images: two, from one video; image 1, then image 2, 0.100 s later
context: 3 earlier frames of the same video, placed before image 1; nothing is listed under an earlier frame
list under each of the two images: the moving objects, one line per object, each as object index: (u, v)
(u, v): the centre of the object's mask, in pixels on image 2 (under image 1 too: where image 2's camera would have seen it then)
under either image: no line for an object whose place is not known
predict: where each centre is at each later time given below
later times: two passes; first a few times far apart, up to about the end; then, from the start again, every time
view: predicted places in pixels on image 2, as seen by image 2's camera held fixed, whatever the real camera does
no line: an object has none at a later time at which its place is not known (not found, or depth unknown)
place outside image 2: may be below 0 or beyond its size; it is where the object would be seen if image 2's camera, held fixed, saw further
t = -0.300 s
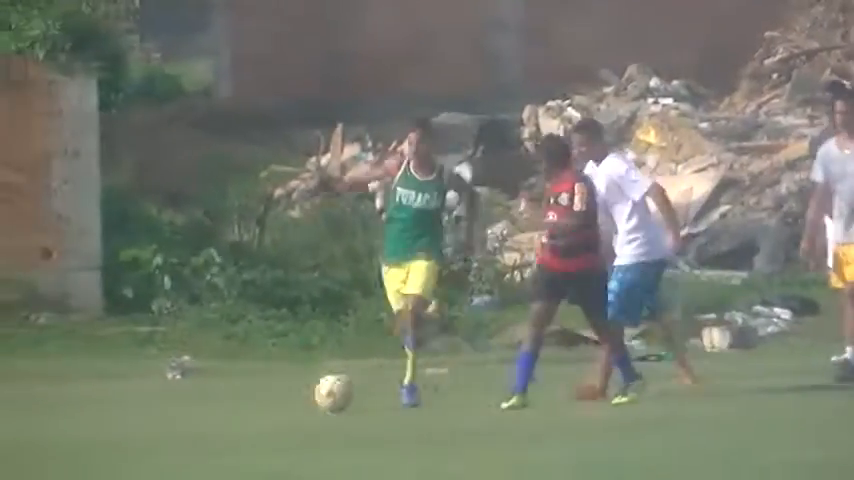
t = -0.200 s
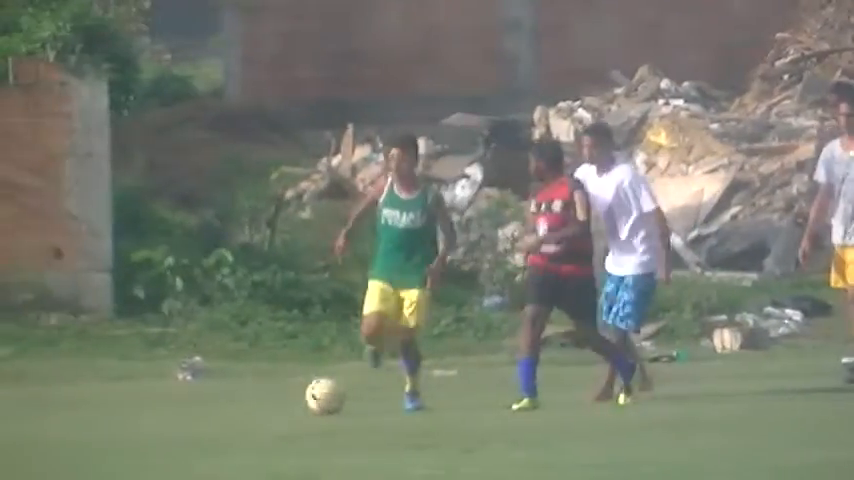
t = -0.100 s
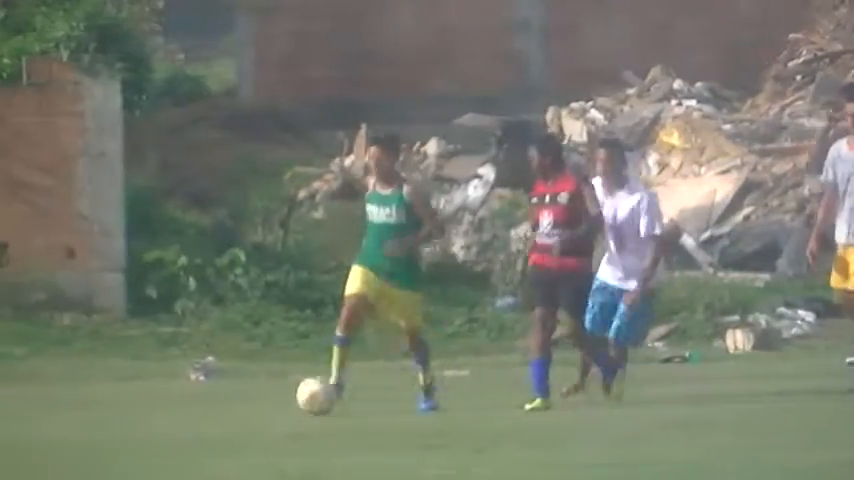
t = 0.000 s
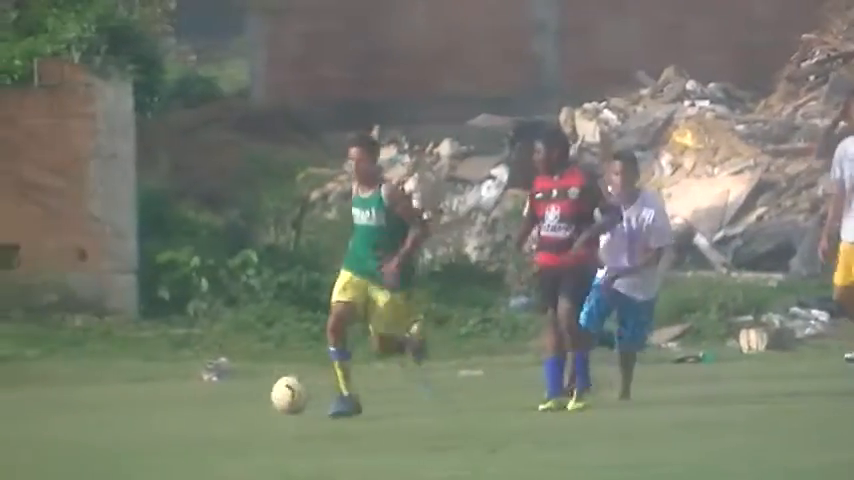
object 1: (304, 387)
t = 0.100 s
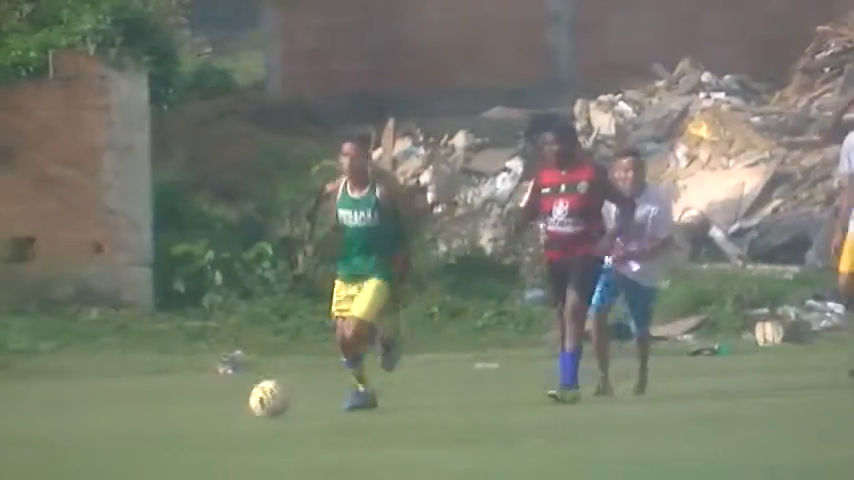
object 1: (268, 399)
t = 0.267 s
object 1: (213, 404)
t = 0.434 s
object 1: (164, 412)
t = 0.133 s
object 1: (256, 399)
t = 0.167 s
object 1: (247, 399)
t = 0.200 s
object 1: (234, 401)
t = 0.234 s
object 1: (224, 405)
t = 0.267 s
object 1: (213, 404)
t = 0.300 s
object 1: (202, 404)
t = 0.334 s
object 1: (192, 406)
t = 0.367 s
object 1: (182, 409)
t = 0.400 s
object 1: (172, 410)
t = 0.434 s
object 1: (164, 412)
